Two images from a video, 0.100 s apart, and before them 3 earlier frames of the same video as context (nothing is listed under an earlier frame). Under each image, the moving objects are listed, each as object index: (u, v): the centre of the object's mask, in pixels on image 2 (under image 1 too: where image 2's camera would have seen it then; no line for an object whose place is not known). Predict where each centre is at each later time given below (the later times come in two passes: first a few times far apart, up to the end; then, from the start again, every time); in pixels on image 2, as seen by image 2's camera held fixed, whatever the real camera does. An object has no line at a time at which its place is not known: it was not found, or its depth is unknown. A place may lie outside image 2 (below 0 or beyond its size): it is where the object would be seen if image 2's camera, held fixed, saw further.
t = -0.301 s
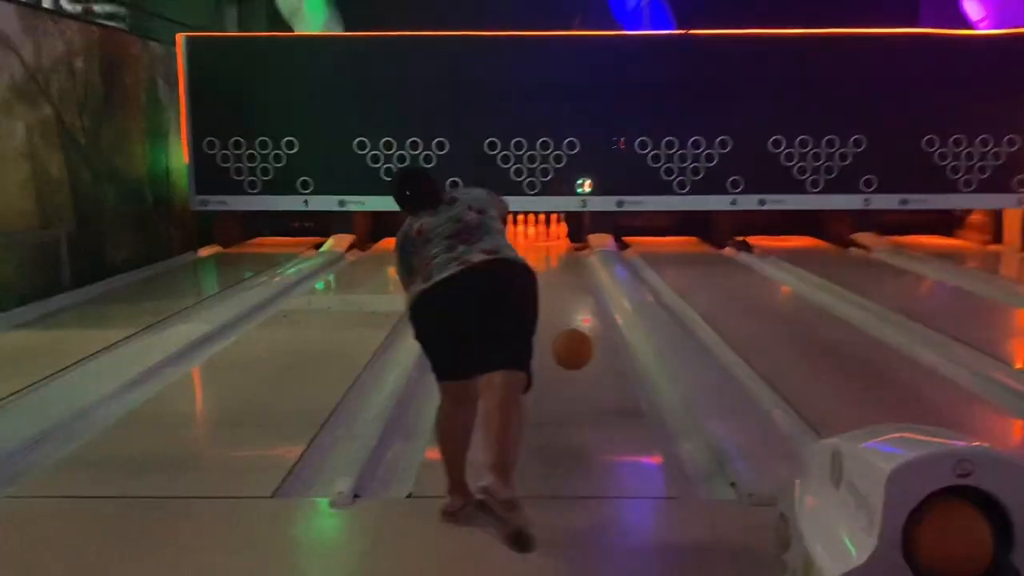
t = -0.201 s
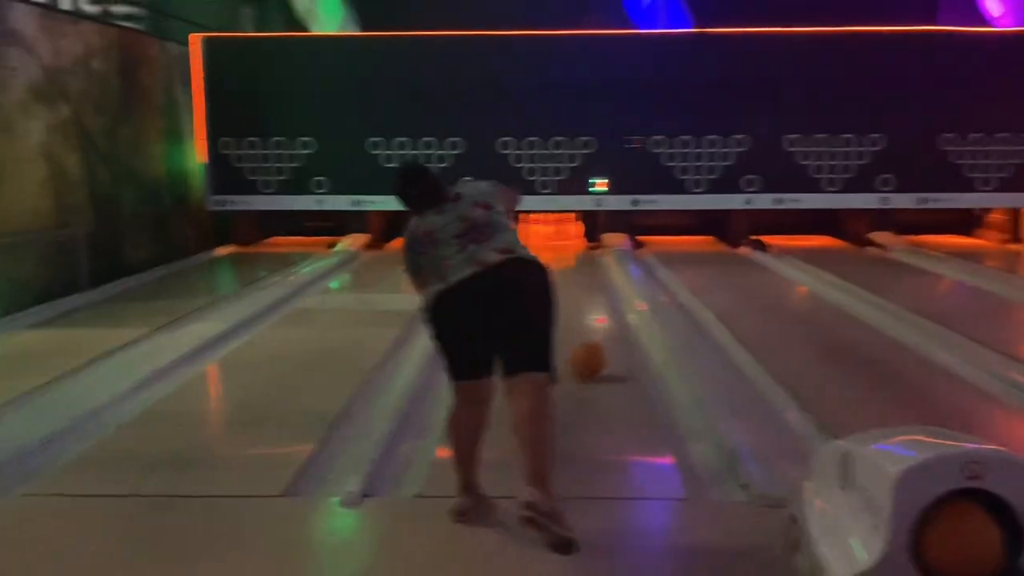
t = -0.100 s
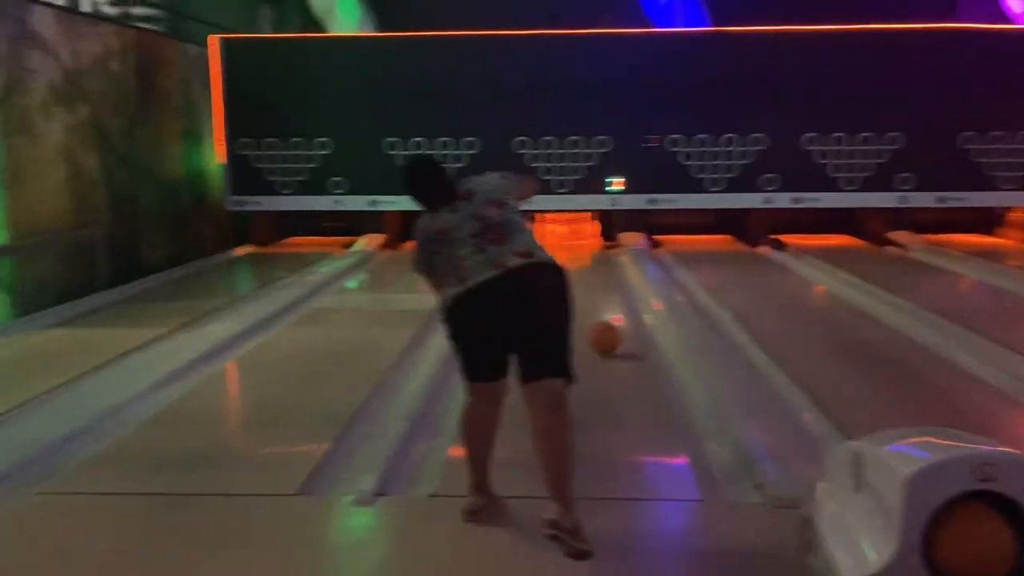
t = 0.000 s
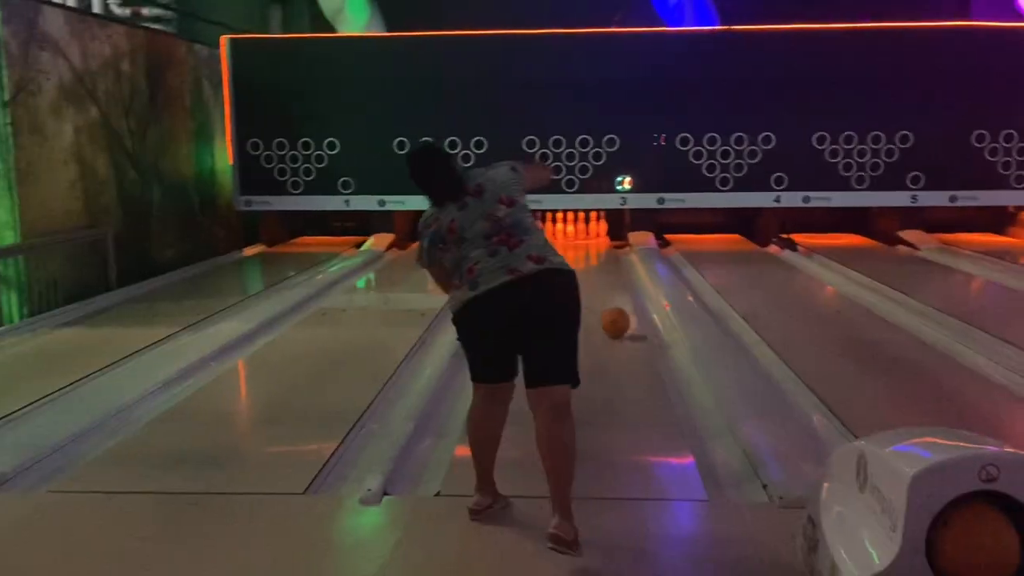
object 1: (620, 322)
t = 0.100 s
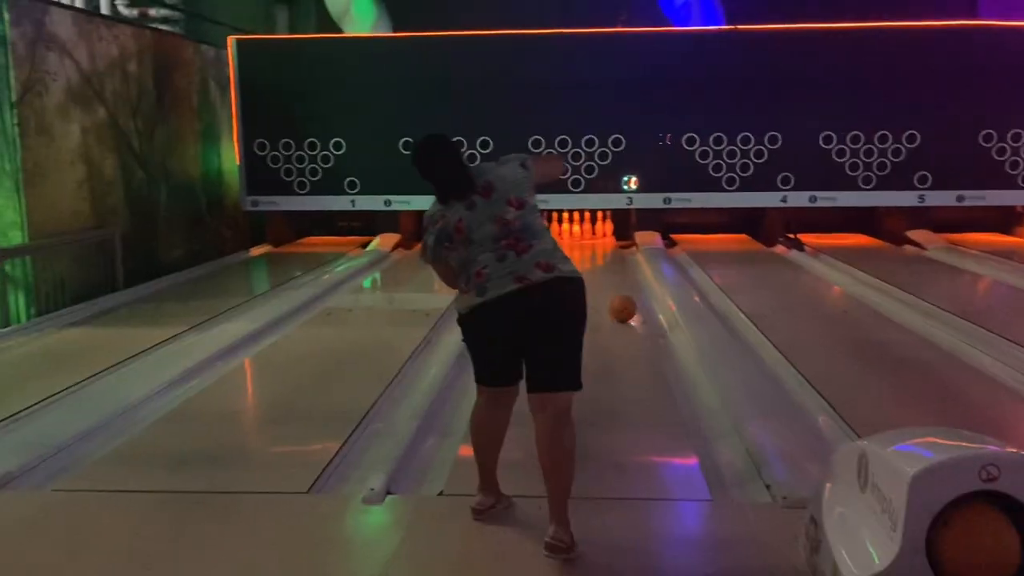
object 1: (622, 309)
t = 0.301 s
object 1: (626, 287)
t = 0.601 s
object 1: (631, 268)
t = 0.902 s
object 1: (635, 258)
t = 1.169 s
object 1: (631, 250)
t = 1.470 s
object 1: (627, 242)
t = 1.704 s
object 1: (625, 238)
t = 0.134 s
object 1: (623, 304)
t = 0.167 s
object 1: (624, 300)
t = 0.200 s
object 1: (624, 297)
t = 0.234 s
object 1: (625, 293)
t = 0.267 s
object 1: (625, 291)
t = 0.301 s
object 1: (626, 287)
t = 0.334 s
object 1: (627, 284)
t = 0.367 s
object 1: (627, 282)
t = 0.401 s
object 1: (628, 279)
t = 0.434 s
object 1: (628, 278)
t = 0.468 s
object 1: (629, 275)
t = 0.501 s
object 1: (630, 273)
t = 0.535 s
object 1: (630, 271)
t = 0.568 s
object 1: (630, 269)
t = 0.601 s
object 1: (631, 268)
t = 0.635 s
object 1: (631, 266)
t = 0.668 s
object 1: (632, 265)
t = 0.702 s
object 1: (634, 264)
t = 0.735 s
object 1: (634, 265)
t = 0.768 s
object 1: (636, 264)
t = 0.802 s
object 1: (638, 262)
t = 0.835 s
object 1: (638, 261)
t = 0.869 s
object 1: (637, 260)
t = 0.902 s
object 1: (635, 258)
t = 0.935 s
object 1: (634, 257)
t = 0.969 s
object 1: (634, 256)
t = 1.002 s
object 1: (635, 255)
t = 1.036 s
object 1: (634, 255)
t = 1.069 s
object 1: (633, 253)
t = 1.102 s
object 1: (632, 251)
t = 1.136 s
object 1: (631, 251)
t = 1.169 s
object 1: (631, 250)
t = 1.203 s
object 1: (630, 249)
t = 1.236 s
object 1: (629, 248)
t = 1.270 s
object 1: (629, 247)
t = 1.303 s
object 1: (628, 246)
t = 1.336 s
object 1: (628, 245)
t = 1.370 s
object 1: (628, 245)
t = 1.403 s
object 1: (628, 244)
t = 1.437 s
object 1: (627, 243)
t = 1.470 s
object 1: (627, 242)
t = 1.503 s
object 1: (627, 241)
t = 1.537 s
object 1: (626, 240)
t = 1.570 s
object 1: (625, 239)
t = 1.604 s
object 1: (626, 239)
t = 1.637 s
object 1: (626, 239)
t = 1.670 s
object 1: (626, 238)
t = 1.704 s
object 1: (625, 238)
